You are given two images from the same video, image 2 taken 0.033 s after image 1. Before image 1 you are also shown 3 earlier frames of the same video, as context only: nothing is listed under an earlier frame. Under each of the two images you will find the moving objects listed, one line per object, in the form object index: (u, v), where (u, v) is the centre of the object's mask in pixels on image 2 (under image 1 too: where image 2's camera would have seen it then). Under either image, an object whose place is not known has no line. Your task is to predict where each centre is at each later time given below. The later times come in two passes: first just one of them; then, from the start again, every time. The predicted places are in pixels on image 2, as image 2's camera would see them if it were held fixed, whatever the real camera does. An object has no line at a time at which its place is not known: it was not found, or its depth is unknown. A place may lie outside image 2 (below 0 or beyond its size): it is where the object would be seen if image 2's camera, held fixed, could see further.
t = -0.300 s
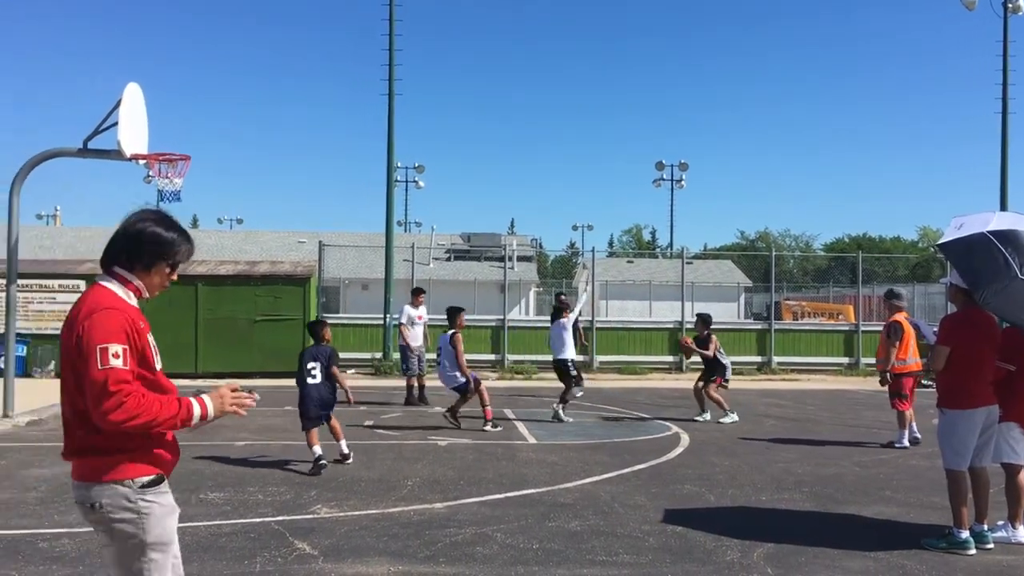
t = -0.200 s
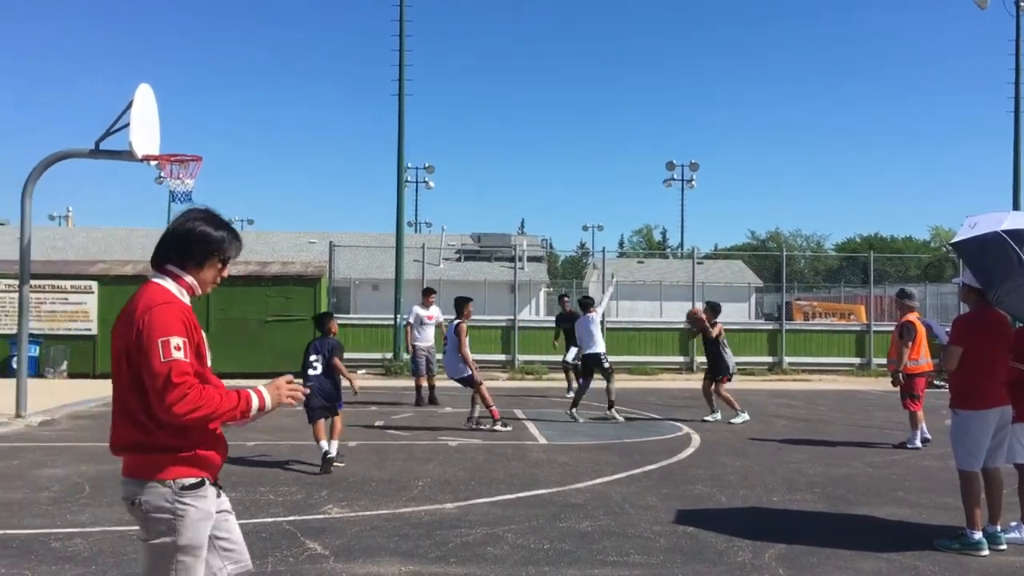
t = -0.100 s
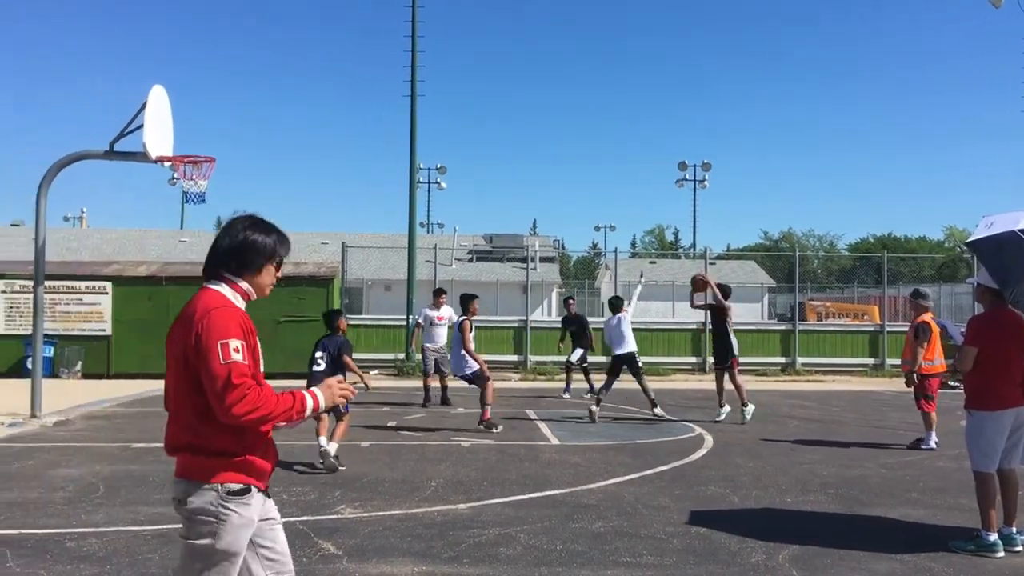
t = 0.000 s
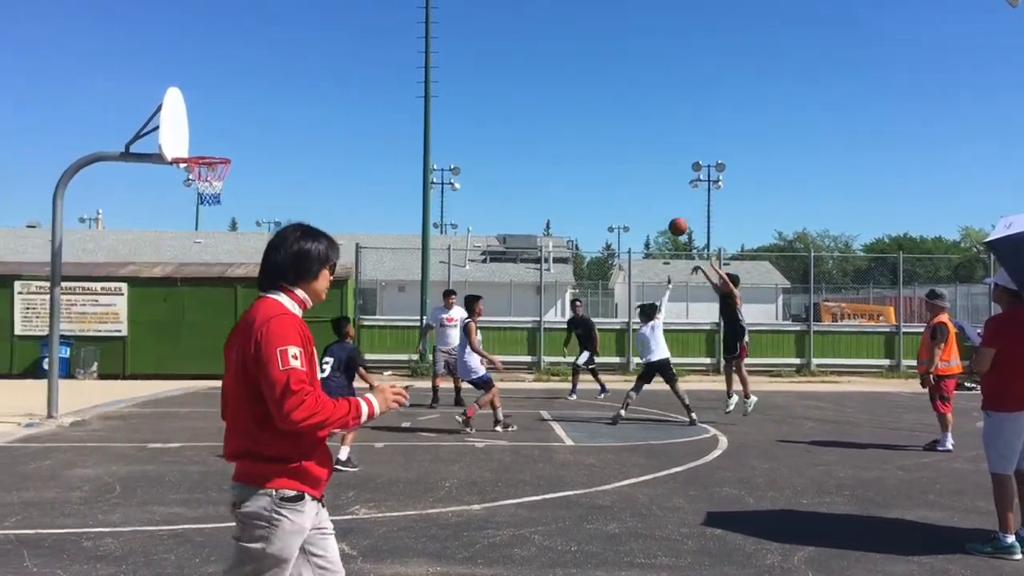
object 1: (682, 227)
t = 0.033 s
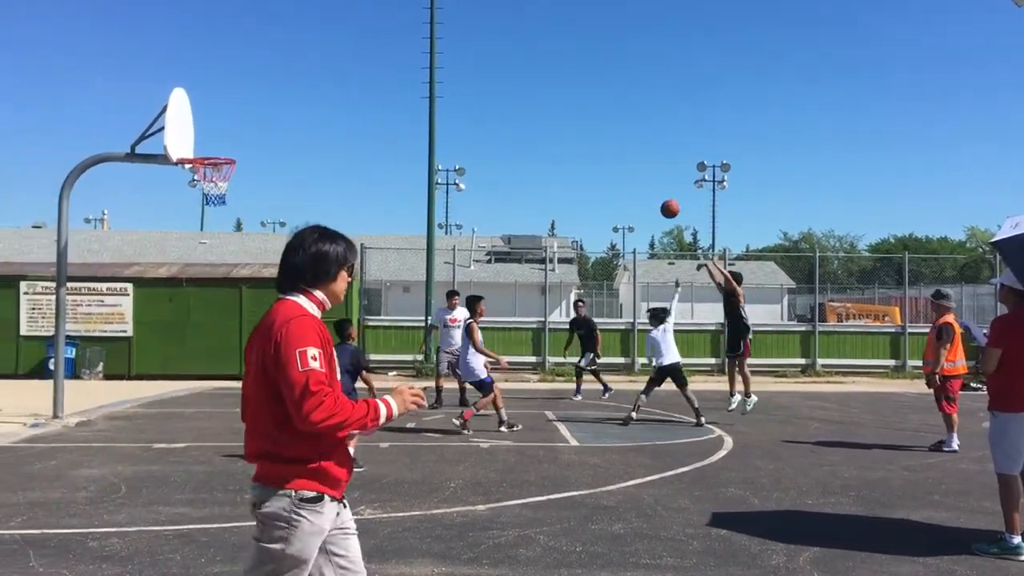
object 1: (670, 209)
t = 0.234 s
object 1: (598, 121)
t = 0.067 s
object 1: (658, 192)
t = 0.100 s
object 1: (645, 176)
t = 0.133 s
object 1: (633, 161)
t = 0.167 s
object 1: (622, 146)
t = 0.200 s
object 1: (609, 133)
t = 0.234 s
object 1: (598, 121)
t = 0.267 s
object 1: (586, 109)
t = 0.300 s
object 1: (574, 99)
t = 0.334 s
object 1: (563, 90)
